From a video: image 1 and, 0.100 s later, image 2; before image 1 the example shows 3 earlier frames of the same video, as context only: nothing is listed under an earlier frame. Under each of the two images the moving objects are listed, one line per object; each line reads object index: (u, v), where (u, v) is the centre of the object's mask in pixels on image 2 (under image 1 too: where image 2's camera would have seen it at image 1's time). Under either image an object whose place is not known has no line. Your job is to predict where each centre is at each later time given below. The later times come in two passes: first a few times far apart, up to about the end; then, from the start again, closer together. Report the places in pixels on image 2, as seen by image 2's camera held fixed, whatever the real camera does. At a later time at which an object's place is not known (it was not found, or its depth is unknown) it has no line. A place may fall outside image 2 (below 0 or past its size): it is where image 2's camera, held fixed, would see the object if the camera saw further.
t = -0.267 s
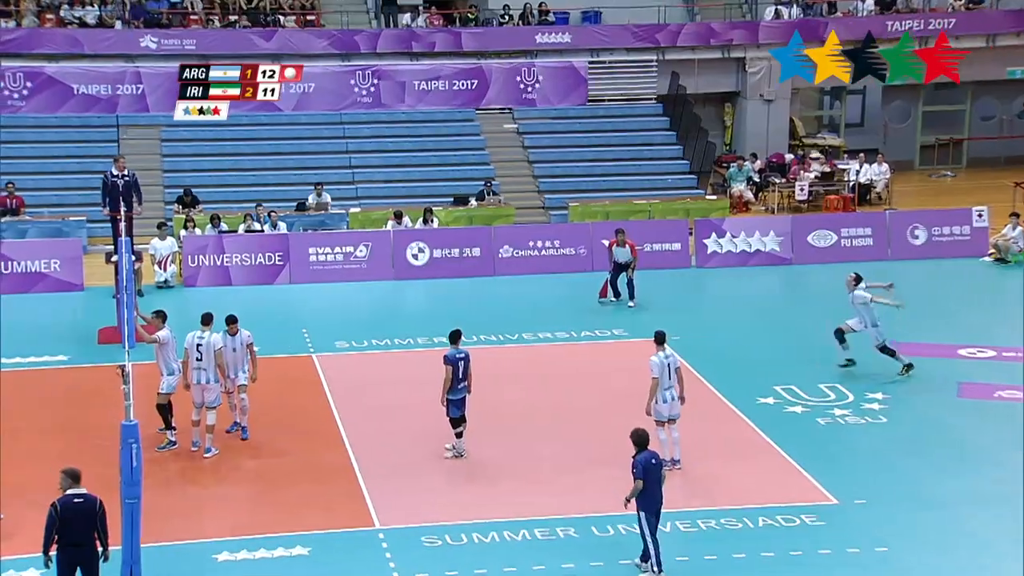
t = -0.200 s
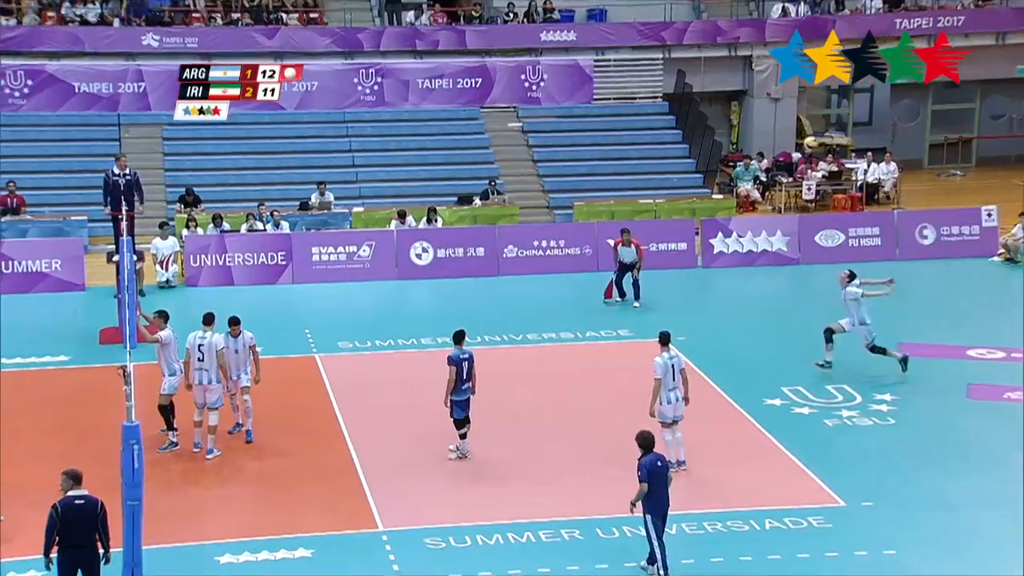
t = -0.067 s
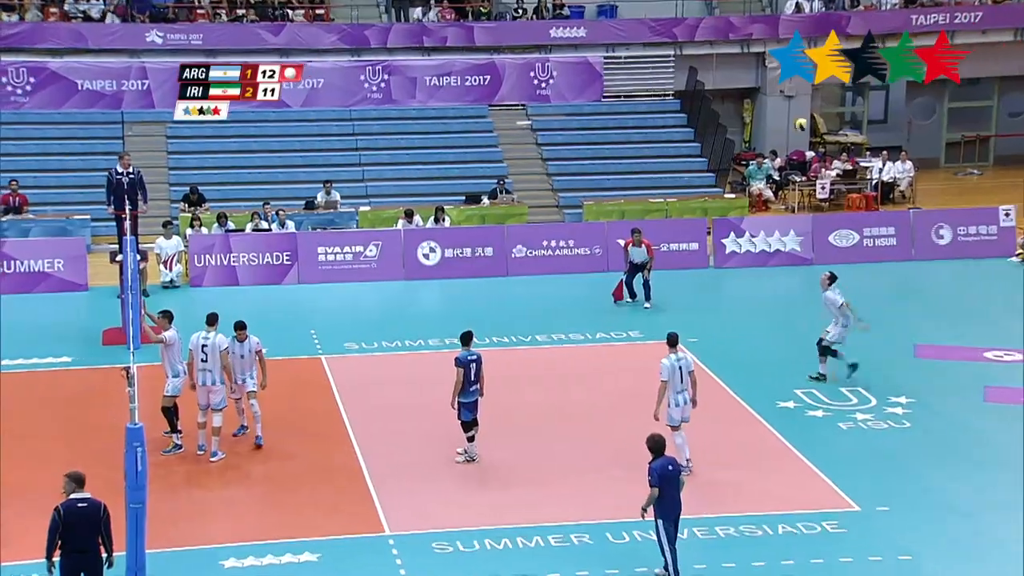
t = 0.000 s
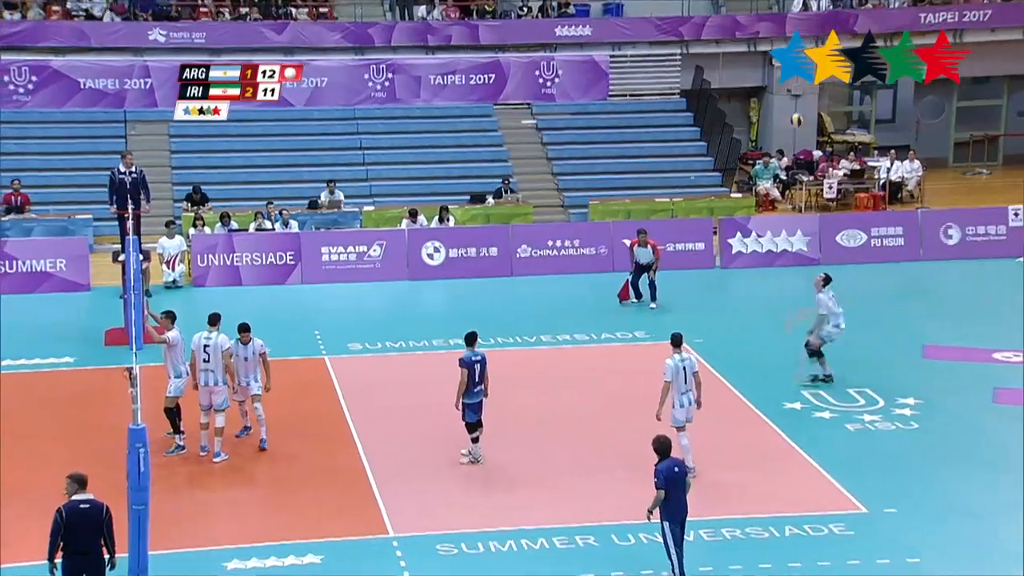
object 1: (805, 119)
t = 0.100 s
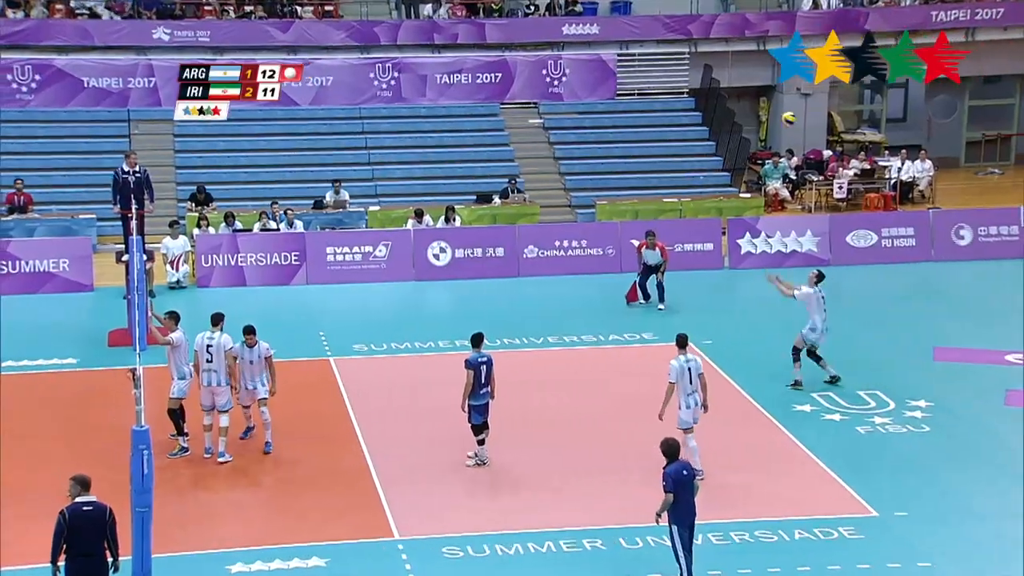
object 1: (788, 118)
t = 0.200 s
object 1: (770, 124)
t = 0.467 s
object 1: (724, 171)
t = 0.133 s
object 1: (781, 119)
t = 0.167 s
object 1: (776, 120)
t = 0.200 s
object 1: (770, 124)
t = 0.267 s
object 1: (759, 132)
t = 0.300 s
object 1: (752, 137)
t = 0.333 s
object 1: (746, 142)
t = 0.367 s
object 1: (741, 148)
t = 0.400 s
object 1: (735, 155)
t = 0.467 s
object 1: (724, 171)
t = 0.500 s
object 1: (719, 179)
